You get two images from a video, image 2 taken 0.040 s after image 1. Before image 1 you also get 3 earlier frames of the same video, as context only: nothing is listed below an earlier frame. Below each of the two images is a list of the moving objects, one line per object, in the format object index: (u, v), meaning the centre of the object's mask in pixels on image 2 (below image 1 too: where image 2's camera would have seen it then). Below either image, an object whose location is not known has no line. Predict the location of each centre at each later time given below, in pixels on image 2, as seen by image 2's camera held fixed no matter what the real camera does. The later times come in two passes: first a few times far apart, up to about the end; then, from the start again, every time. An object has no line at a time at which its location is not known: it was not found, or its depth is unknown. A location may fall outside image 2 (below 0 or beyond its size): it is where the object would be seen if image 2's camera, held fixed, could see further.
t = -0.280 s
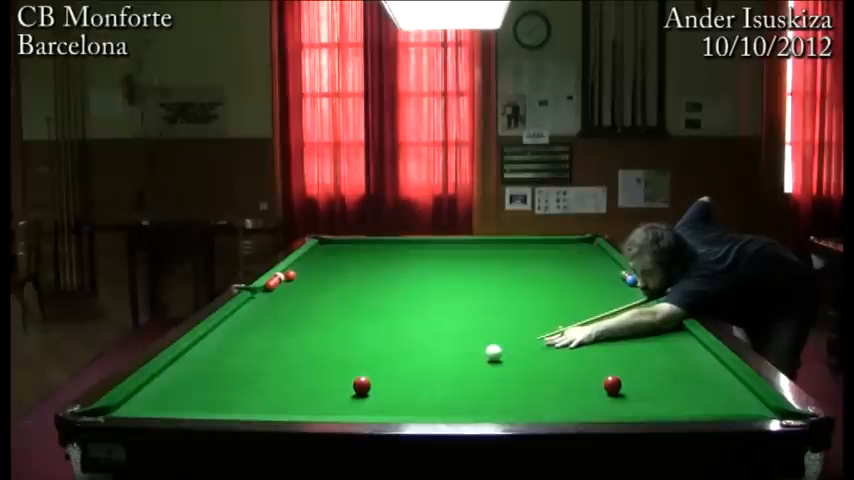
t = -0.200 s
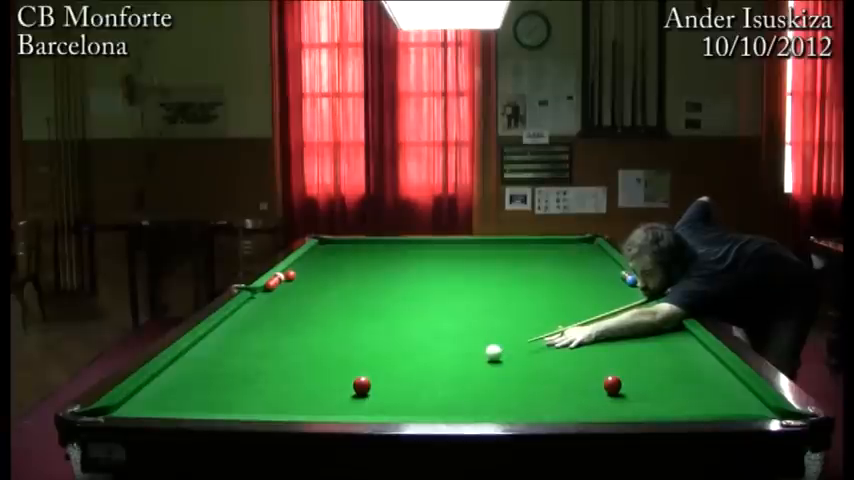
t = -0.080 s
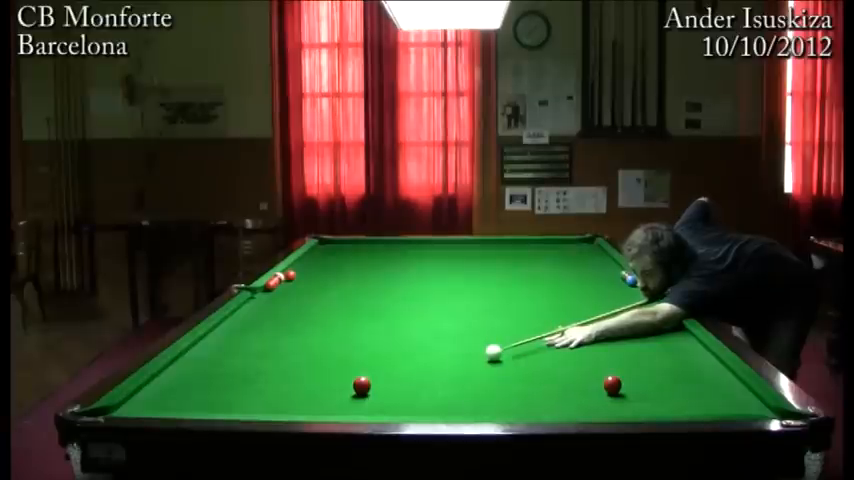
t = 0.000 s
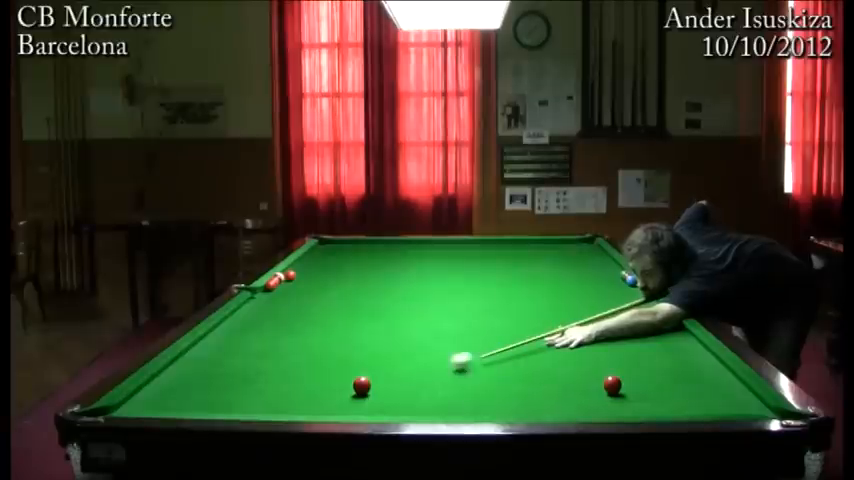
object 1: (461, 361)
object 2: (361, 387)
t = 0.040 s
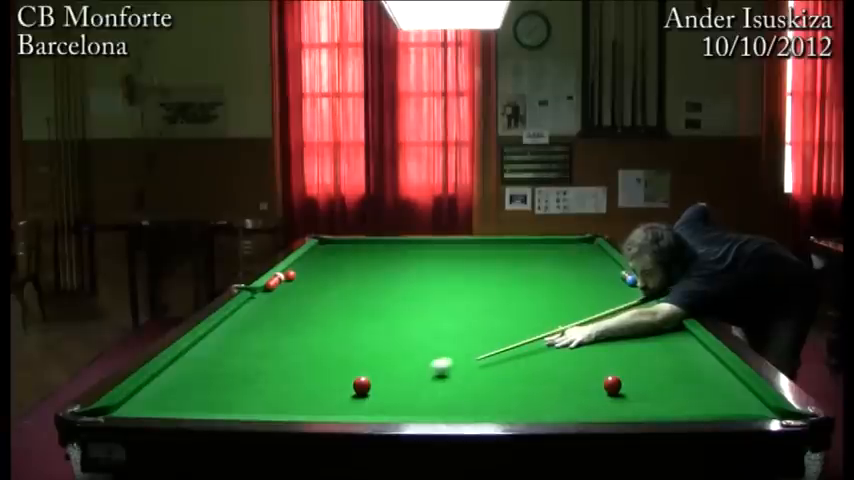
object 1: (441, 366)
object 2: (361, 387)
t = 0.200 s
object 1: (381, 386)
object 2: (346, 388)
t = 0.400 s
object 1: (371, 403)
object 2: (260, 397)
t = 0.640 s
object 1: (358, 408)
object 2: (167, 404)
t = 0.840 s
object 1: (359, 397)
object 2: (107, 411)
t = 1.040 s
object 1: (359, 385)
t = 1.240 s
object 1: (359, 375)
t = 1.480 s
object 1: (359, 364)
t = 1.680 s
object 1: (359, 357)
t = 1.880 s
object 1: (359, 350)
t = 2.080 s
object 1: (359, 344)
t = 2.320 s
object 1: (359, 337)
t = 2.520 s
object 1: (359, 332)
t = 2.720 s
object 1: (359, 328)
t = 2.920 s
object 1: (359, 325)
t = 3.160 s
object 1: (360, 321)
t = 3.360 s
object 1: (360, 318)
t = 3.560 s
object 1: (361, 316)
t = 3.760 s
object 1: (361, 314)
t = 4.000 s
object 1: (362, 312)
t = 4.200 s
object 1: (362, 310)
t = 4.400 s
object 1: (363, 309)
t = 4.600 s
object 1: (363, 308)
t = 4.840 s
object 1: (364, 307)
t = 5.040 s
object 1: (364, 307)
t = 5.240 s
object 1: (364, 307)
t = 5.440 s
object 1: (364, 307)
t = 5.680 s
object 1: (364, 307)
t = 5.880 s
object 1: (364, 307)
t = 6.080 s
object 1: (364, 307)
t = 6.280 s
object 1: (364, 307)
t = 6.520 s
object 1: (364, 307)
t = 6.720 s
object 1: (364, 307)
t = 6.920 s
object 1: (364, 307)
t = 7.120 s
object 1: (364, 307)
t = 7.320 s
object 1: (364, 307)
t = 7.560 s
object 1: (364, 307)
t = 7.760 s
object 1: (364, 307)
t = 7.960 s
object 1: (363, 307)
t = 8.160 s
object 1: (363, 307)
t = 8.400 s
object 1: (363, 307)
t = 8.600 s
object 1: (363, 307)
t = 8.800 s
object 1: (363, 307)
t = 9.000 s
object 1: (363, 307)
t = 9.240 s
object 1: (363, 307)
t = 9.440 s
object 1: (363, 307)
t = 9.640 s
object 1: (363, 307)
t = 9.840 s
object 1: (363, 307)
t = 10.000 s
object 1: (363, 307)
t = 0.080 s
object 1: (422, 371)
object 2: (361, 387)
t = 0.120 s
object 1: (402, 377)
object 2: (361, 387)
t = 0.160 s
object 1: (384, 382)
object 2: (361, 386)
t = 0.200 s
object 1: (381, 386)
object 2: (346, 388)
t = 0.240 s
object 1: (381, 389)
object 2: (326, 390)
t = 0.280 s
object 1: (381, 393)
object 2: (307, 392)
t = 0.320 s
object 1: (378, 396)
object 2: (291, 394)
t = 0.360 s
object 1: (375, 400)
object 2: (275, 395)
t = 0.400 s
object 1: (371, 403)
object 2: (260, 397)
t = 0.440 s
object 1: (368, 406)
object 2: (244, 399)
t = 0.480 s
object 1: (365, 408)
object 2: (229, 400)
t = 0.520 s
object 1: (361, 410)
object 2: (214, 401)
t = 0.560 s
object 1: (358, 411)
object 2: (198, 402)
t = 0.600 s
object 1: (359, 409)
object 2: (183, 403)
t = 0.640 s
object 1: (358, 408)
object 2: (167, 404)
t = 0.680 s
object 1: (358, 406)
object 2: (151, 405)
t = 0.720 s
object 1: (358, 405)
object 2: (136, 406)
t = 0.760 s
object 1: (358, 402)
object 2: (120, 407)
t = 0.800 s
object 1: (359, 399)
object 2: (110, 409)
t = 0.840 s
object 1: (359, 397)
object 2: (107, 411)
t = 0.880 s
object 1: (359, 395)
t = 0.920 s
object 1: (359, 392)
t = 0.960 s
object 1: (359, 390)
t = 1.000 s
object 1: (359, 387)
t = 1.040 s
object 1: (359, 385)
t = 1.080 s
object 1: (359, 383)
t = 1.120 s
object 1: (359, 381)
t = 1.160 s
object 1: (359, 379)
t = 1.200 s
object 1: (359, 377)
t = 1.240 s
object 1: (359, 375)
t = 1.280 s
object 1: (359, 373)
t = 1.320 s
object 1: (359, 371)
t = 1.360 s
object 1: (359, 370)
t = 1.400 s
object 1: (359, 368)
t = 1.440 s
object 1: (359, 366)
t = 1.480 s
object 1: (359, 364)
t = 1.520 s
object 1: (359, 363)
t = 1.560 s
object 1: (359, 361)
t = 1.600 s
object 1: (359, 360)
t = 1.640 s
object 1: (359, 358)
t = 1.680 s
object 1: (359, 357)
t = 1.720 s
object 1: (359, 355)
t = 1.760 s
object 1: (359, 354)
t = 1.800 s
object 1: (359, 353)
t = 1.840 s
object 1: (359, 351)
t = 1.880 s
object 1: (359, 350)
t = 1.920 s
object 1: (359, 349)
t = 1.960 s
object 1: (359, 347)
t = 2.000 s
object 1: (359, 346)
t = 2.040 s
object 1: (359, 345)
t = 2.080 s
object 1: (359, 344)
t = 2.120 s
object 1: (359, 342)
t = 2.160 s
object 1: (359, 341)
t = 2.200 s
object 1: (359, 340)
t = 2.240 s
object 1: (359, 339)
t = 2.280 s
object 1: (359, 338)
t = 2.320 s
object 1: (359, 337)
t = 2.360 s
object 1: (359, 336)
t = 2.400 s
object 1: (359, 335)
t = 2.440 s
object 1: (359, 334)
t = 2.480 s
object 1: (359, 333)
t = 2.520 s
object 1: (359, 332)
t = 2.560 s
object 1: (359, 332)
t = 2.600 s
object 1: (359, 331)
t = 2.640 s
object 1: (359, 330)
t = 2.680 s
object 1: (359, 329)
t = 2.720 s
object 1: (359, 328)
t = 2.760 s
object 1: (359, 328)
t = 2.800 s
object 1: (359, 327)
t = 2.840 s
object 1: (359, 326)
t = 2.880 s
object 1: (359, 325)
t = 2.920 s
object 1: (359, 325)
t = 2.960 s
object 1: (359, 324)
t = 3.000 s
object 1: (360, 323)
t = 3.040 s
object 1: (360, 323)
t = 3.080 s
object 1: (360, 322)
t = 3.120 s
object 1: (360, 321)
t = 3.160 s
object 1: (360, 321)
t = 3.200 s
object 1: (360, 320)
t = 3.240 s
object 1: (360, 320)
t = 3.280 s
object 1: (360, 319)
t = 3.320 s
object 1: (360, 318)
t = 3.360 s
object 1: (360, 318)
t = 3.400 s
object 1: (360, 317)
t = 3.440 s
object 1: (360, 317)
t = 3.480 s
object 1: (360, 316)
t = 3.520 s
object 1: (360, 316)
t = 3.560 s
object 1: (361, 316)
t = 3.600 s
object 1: (361, 315)
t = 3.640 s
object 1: (361, 315)
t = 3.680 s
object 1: (361, 314)
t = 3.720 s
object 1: (361, 314)
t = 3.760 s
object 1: (361, 314)
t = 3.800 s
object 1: (361, 313)
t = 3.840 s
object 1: (361, 313)
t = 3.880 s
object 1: (361, 313)
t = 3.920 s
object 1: (362, 312)
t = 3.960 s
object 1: (362, 312)
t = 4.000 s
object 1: (362, 312)
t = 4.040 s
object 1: (362, 311)
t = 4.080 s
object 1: (362, 311)
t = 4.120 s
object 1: (362, 311)
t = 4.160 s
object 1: (362, 311)
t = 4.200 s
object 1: (362, 310)
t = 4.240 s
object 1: (362, 310)
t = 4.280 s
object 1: (362, 310)
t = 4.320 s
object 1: (363, 310)
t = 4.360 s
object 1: (363, 309)
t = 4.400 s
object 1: (363, 309)
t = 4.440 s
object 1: (363, 309)
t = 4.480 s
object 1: (363, 309)
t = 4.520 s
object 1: (363, 309)
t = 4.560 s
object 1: (363, 308)
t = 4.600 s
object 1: (363, 308)
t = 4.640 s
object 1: (363, 308)
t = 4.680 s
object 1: (363, 308)
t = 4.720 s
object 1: (363, 308)
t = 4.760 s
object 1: (363, 308)
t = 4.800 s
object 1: (364, 307)
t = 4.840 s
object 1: (364, 307)
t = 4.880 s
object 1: (364, 307)
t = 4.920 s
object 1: (364, 307)
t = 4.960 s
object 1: (364, 307)
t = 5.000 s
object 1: (364, 307)
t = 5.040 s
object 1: (364, 307)
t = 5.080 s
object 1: (364, 307)
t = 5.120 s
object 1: (364, 307)
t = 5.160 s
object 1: (364, 307)
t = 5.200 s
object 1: (364, 307)
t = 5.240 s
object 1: (364, 307)
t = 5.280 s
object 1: (364, 307)
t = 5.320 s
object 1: (364, 307)
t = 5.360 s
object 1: (364, 307)
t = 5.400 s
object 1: (363, 307)
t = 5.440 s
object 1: (364, 307)
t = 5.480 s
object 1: (363, 307)
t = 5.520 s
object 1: (363, 307)
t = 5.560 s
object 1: (364, 307)
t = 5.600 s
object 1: (364, 307)
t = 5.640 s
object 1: (364, 307)
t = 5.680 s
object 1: (364, 307)
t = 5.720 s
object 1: (364, 307)
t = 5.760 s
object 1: (364, 307)
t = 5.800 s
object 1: (364, 307)
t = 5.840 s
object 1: (364, 307)
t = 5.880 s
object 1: (364, 307)
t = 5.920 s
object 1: (364, 307)
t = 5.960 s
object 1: (364, 307)
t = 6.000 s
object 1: (364, 307)
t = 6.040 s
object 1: (364, 307)
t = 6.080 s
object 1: (364, 307)
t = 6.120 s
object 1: (364, 307)
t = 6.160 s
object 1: (364, 307)
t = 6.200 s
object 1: (364, 307)
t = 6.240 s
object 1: (364, 307)
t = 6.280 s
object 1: (364, 307)
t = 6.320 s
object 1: (364, 307)
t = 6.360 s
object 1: (364, 307)
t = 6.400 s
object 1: (364, 307)
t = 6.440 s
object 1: (364, 307)
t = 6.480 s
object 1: (364, 307)
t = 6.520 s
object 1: (364, 307)
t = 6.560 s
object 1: (364, 307)
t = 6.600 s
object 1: (364, 307)
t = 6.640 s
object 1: (364, 307)
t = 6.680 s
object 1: (364, 307)
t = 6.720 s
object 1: (364, 307)
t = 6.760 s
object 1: (364, 307)
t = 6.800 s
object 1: (364, 307)
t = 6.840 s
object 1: (364, 307)
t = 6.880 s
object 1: (364, 307)
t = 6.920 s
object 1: (364, 307)
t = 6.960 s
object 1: (364, 307)
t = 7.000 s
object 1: (364, 307)
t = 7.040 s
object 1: (364, 307)
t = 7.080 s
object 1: (364, 307)
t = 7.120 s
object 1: (364, 307)
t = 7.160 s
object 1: (364, 307)
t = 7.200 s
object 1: (364, 307)
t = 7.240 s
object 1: (364, 307)
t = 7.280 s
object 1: (364, 307)
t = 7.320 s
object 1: (364, 307)
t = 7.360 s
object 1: (364, 307)
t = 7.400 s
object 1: (364, 307)
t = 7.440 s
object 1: (364, 307)
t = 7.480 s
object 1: (364, 307)
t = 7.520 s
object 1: (364, 307)
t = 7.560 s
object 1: (364, 307)
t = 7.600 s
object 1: (364, 307)
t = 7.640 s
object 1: (364, 307)
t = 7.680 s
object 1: (364, 307)
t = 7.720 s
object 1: (364, 307)
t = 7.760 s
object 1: (364, 307)
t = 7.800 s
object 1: (364, 307)
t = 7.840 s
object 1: (364, 307)
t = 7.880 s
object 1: (364, 307)
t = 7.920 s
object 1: (364, 307)
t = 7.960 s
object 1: (363, 307)
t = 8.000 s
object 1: (363, 307)
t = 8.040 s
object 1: (363, 307)
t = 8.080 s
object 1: (363, 307)
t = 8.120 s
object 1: (363, 307)
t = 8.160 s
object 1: (363, 307)
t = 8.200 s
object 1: (363, 307)
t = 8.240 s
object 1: (363, 307)
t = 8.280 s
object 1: (363, 307)
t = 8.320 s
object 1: (363, 307)
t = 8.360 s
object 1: (363, 307)
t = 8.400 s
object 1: (363, 307)
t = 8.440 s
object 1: (363, 307)
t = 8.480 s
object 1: (363, 307)
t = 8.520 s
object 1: (363, 307)
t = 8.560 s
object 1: (363, 307)
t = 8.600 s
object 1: (363, 307)
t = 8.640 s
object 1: (363, 307)
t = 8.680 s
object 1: (363, 307)
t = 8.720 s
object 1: (363, 307)
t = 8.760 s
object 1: (363, 307)
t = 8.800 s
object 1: (363, 307)
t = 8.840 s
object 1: (363, 307)
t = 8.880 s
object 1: (363, 307)
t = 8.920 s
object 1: (363, 307)
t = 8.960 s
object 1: (363, 307)
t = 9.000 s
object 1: (363, 307)
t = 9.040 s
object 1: (363, 307)
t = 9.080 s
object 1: (363, 307)
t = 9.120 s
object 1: (363, 307)
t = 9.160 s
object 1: (363, 307)
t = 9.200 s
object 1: (363, 307)
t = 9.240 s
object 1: (363, 307)
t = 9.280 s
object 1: (363, 307)
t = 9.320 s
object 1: (363, 307)
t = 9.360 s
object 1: (363, 307)
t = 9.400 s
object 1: (363, 307)
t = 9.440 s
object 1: (363, 307)
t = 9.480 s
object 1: (363, 307)
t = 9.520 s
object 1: (363, 307)
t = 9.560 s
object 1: (363, 307)
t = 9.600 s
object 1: (363, 307)
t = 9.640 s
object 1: (363, 307)
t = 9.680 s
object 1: (363, 307)
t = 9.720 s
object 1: (363, 307)
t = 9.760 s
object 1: (363, 307)
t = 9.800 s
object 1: (363, 307)
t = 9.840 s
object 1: (363, 307)
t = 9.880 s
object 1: (363, 307)
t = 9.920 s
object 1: (363, 307)
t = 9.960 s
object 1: (363, 307)
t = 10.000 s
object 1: (363, 307)
